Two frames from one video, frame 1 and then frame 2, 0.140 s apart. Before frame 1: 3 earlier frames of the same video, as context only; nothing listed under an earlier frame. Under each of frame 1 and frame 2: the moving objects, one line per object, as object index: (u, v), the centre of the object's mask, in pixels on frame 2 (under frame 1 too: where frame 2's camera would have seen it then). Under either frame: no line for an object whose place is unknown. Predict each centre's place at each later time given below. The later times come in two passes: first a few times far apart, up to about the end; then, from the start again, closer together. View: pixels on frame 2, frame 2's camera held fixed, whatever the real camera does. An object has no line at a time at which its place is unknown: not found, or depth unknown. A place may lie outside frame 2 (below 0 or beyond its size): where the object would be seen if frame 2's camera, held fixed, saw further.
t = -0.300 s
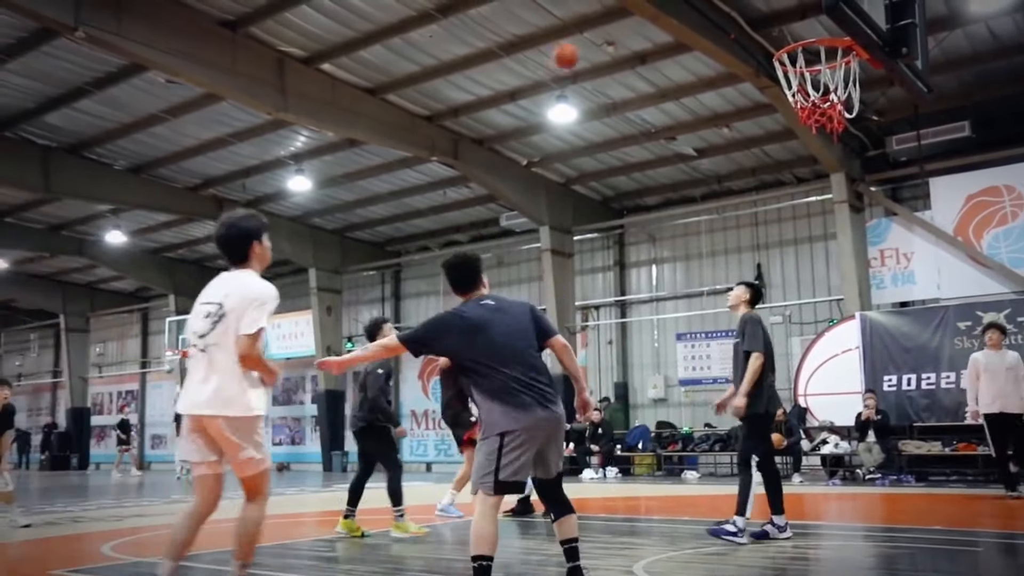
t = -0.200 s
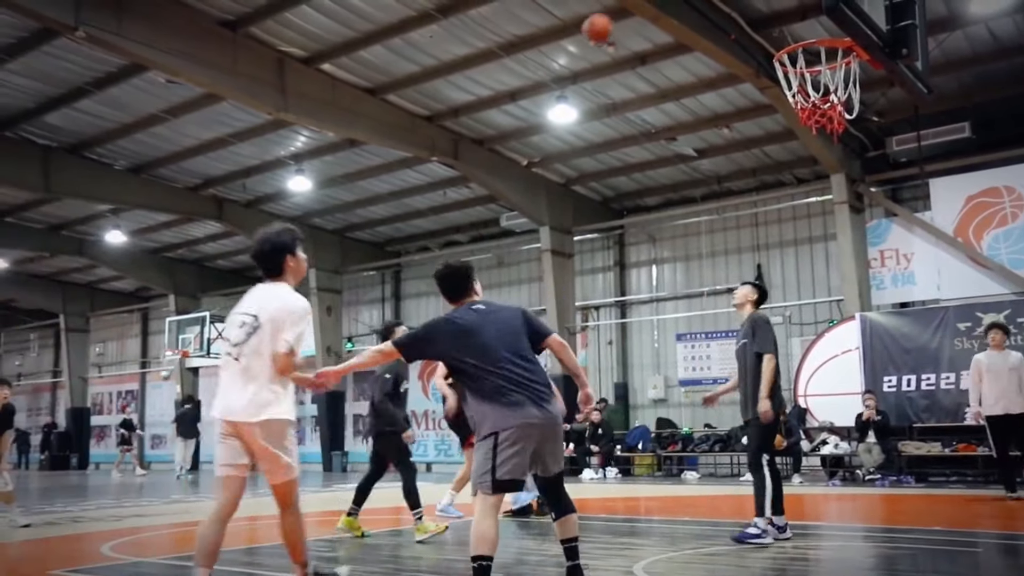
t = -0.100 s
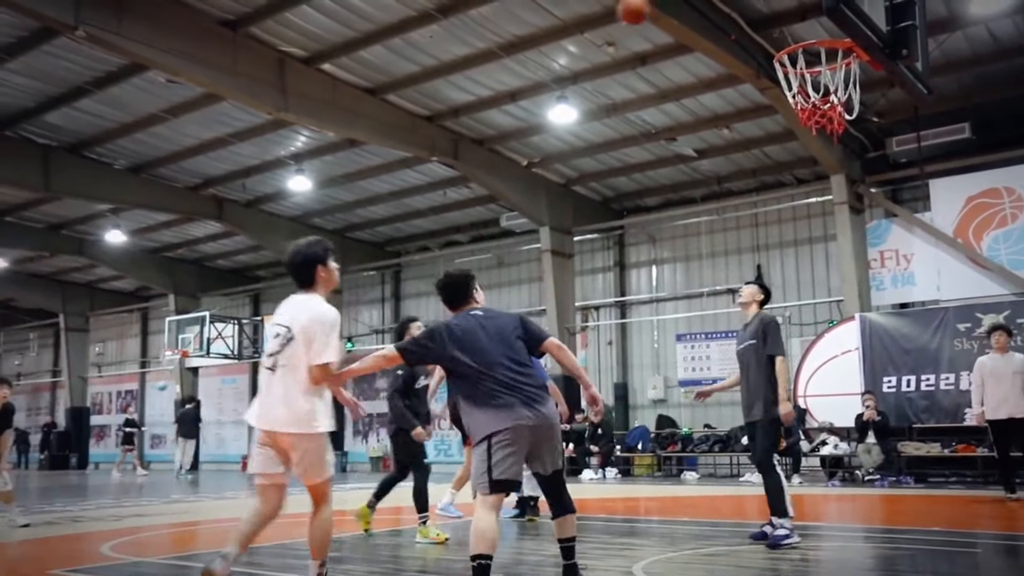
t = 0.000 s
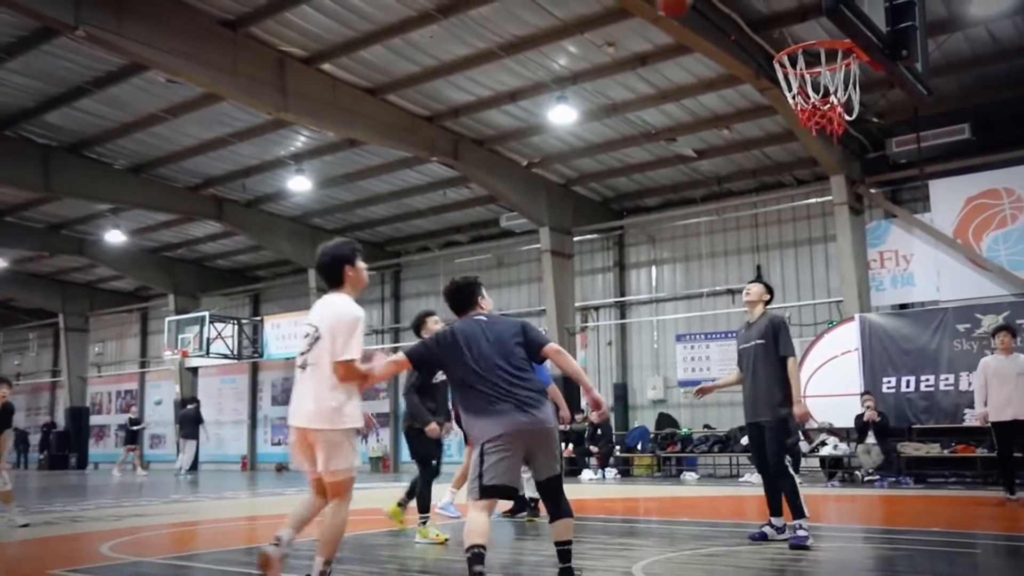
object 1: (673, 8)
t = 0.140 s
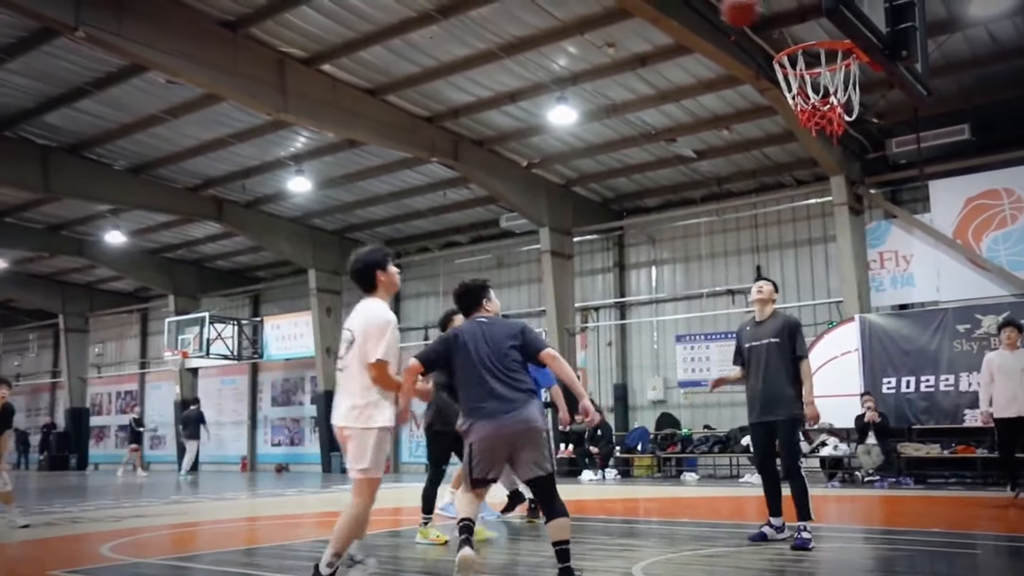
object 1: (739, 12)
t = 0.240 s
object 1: (795, 29)
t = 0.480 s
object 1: (817, 93)
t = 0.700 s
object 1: (827, 113)
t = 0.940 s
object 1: (844, 207)
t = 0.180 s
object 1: (761, 17)
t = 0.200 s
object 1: (772, 20)
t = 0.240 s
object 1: (795, 29)
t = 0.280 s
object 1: (816, 43)
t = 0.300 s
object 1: (819, 62)
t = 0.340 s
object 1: (820, 74)
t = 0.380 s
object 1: (818, 91)
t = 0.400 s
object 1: (821, 94)
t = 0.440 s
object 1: (817, 92)
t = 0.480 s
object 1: (817, 93)
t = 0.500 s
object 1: (818, 94)
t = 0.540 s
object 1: (820, 98)
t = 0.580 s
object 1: (823, 101)
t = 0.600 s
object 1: (825, 104)
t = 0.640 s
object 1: (827, 107)
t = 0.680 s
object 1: (827, 110)
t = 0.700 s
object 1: (827, 113)
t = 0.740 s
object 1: (832, 121)
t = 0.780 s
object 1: (833, 131)
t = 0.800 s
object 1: (834, 138)
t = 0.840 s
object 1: (836, 155)
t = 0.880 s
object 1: (839, 174)
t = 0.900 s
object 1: (840, 183)
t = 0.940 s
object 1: (844, 207)
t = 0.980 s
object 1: (848, 233)
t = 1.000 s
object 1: (850, 248)
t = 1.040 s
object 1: (856, 280)
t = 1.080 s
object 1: (858, 319)
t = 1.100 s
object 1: (861, 339)
